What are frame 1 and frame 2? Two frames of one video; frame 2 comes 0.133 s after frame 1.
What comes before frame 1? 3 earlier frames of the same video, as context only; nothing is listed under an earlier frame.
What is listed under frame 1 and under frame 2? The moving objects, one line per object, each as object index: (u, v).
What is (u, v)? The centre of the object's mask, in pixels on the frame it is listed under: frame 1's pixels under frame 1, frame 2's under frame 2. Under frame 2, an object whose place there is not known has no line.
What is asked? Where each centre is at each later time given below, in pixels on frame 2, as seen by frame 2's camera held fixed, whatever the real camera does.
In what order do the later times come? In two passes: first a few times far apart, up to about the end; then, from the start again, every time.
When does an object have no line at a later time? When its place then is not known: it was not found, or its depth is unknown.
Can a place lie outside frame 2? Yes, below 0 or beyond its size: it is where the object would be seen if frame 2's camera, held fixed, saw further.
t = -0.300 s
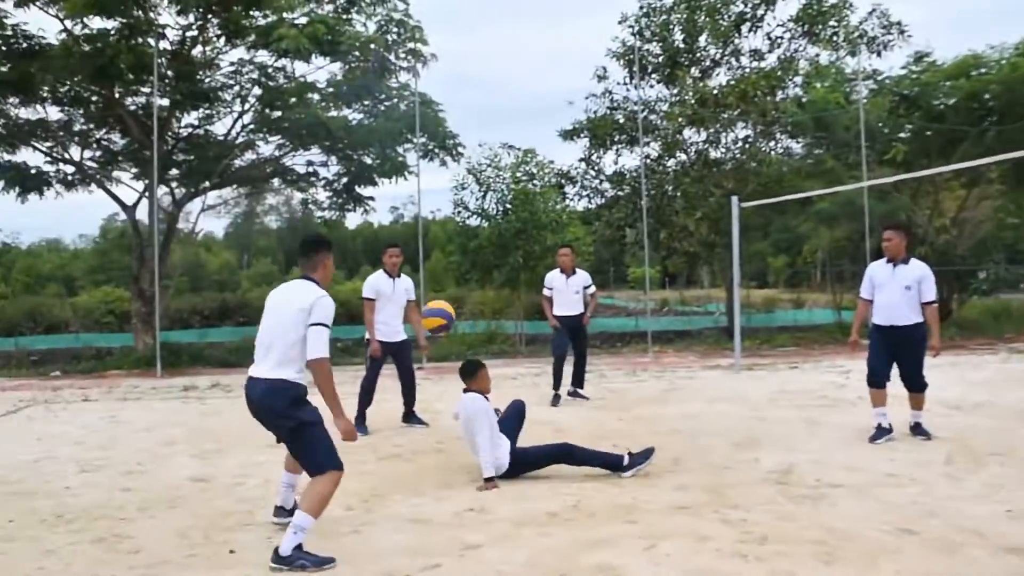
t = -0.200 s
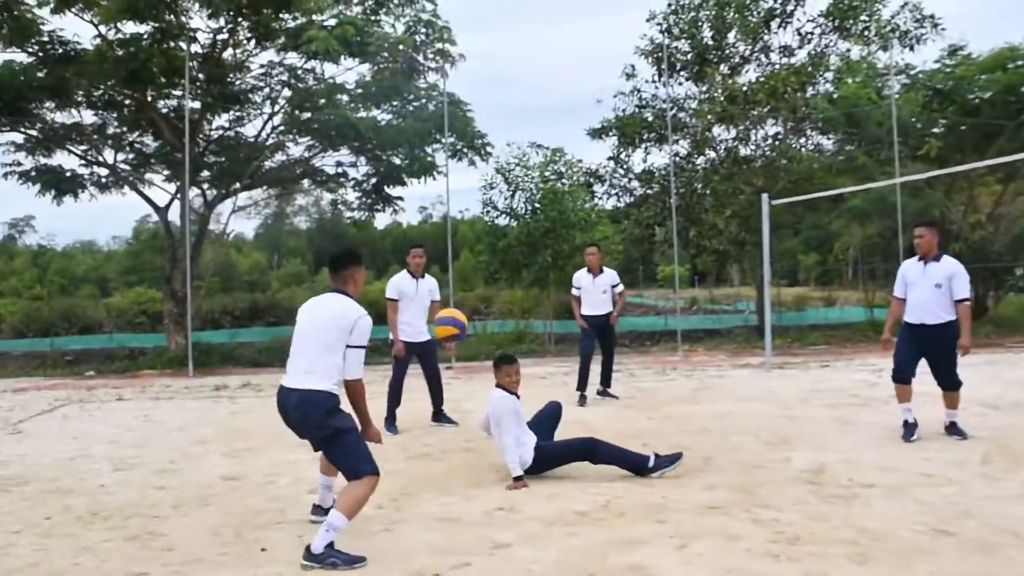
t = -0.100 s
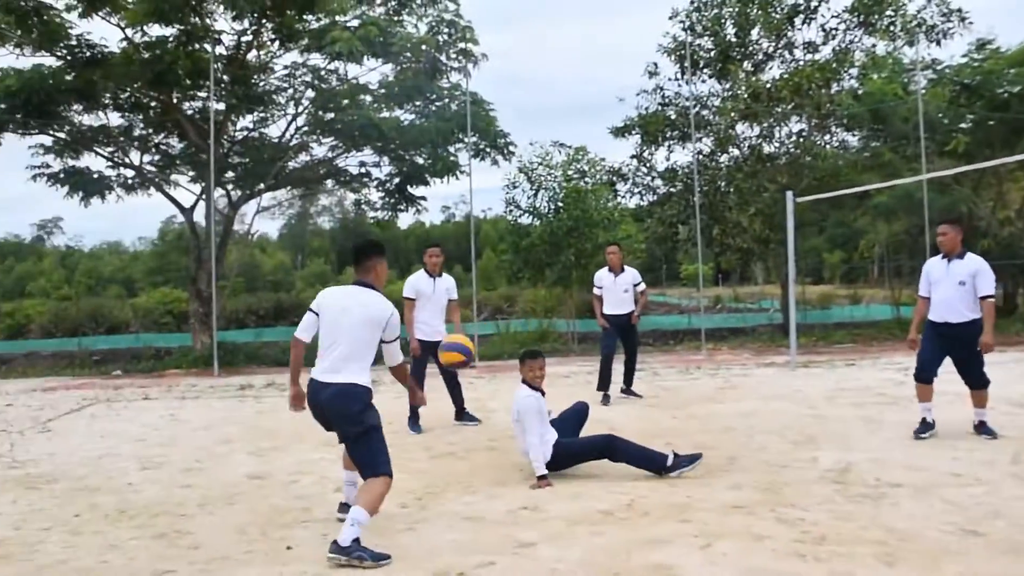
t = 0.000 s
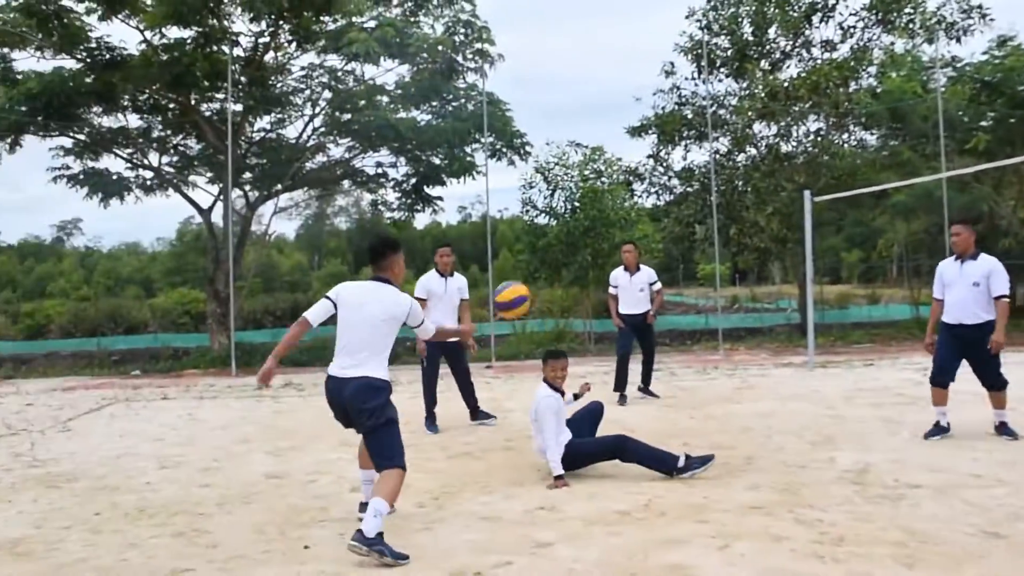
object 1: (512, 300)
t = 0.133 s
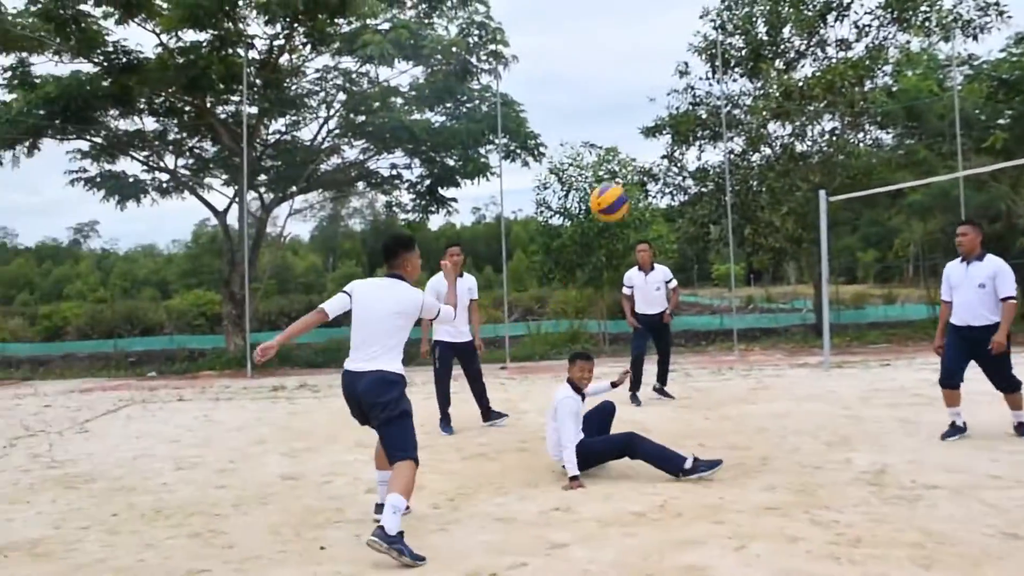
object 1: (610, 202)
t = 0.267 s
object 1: (693, 134)
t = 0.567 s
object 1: (886, 96)
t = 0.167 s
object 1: (630, 182)
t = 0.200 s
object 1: (651, 165)
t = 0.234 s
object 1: (673, 148)
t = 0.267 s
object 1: (693, 134)
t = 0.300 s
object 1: (715, 123)
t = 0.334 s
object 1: (736, 113)
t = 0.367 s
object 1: (758, 104)
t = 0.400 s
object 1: (778, 98)
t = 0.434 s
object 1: (799, 94)
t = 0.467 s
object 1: (820, 91)
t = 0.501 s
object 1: (843, 91)
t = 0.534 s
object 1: (865, 92)
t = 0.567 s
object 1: (886, 96)
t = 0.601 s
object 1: (907, 103)
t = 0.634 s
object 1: (930, 109)
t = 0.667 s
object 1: (953, 119)
